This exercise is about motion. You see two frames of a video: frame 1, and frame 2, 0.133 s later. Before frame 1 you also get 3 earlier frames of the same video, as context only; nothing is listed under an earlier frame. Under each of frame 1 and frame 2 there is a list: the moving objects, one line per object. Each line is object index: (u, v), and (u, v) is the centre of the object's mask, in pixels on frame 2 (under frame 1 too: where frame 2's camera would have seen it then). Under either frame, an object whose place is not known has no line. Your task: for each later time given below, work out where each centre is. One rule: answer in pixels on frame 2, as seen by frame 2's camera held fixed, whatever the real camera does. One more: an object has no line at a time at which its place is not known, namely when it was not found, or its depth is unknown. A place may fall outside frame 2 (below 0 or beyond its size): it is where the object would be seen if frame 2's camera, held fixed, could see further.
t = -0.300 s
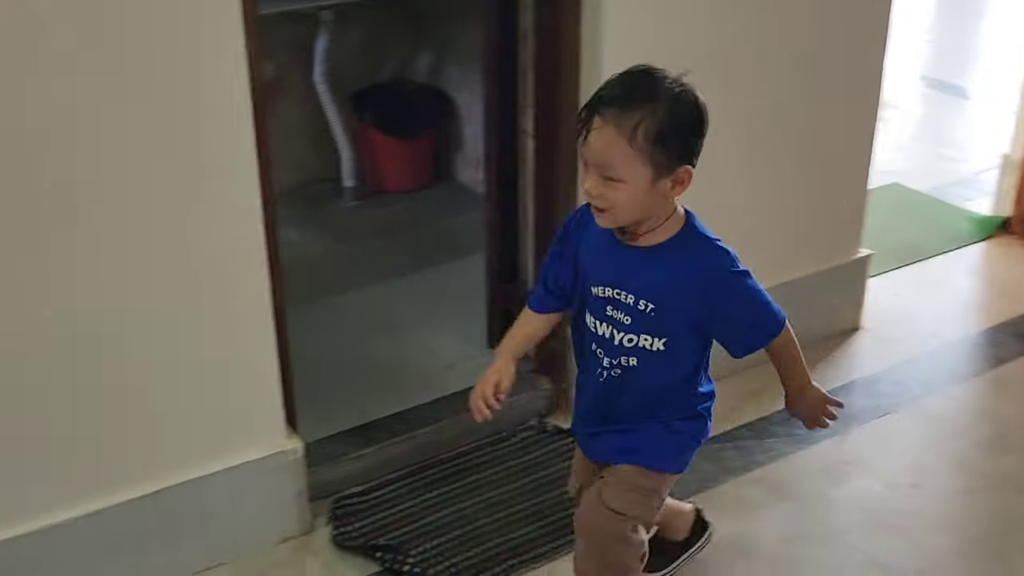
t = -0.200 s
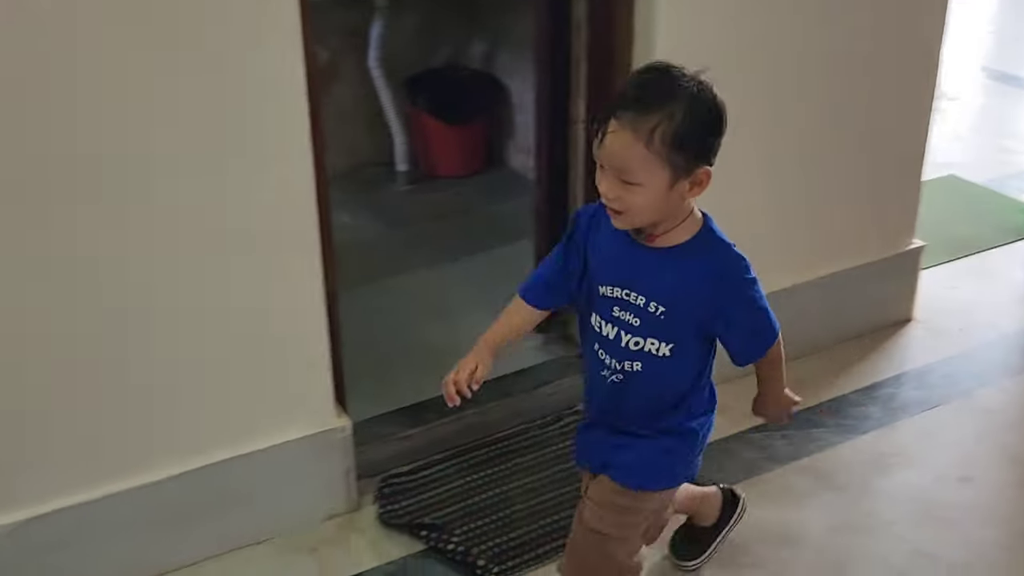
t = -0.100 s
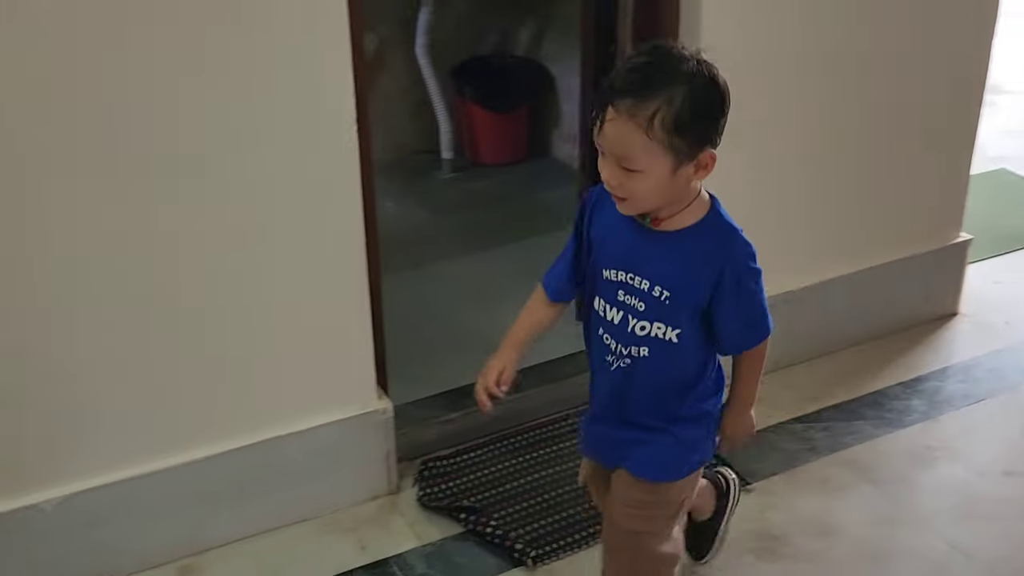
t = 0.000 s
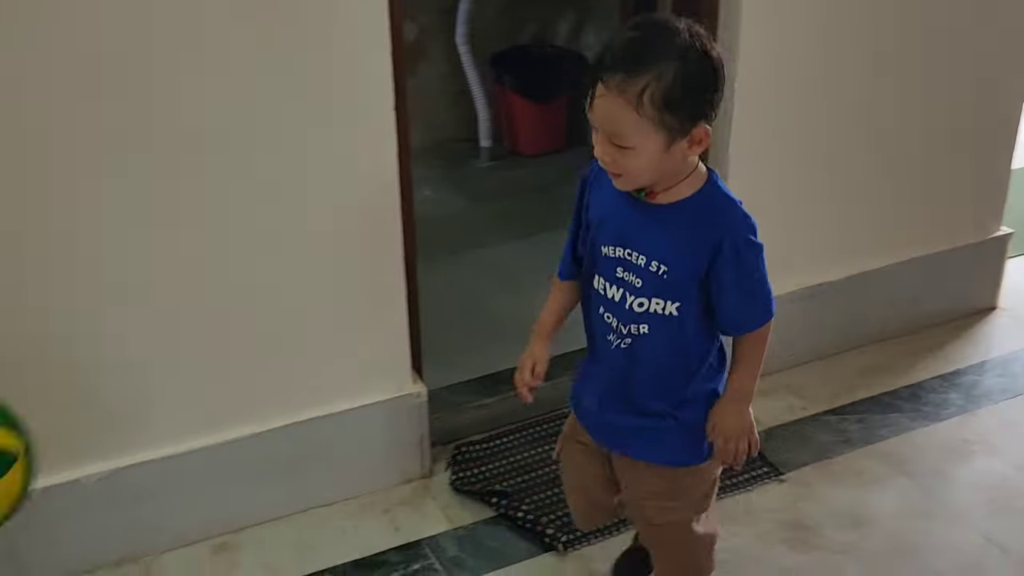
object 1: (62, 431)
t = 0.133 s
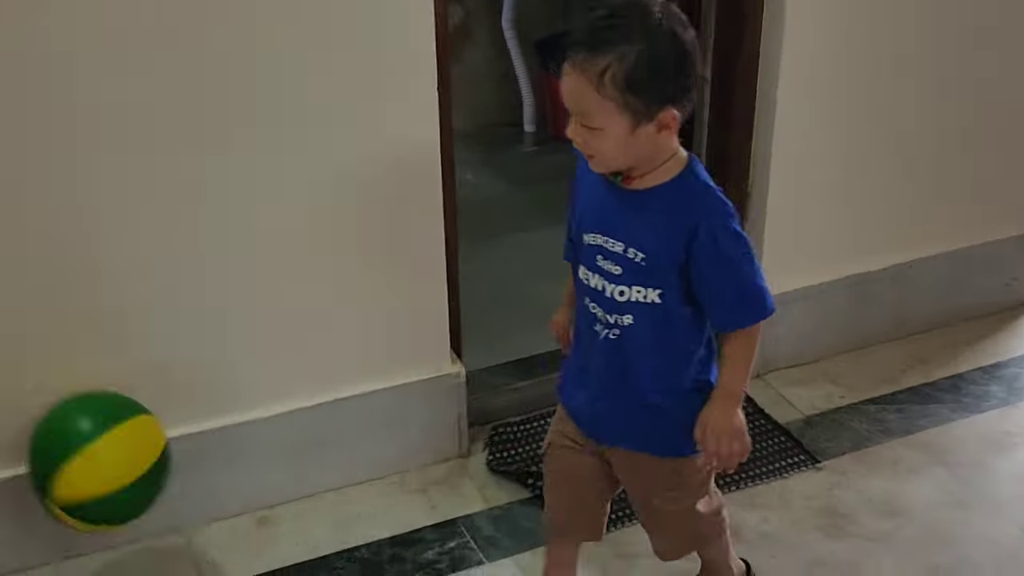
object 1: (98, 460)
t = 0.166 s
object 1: (126, 483)
